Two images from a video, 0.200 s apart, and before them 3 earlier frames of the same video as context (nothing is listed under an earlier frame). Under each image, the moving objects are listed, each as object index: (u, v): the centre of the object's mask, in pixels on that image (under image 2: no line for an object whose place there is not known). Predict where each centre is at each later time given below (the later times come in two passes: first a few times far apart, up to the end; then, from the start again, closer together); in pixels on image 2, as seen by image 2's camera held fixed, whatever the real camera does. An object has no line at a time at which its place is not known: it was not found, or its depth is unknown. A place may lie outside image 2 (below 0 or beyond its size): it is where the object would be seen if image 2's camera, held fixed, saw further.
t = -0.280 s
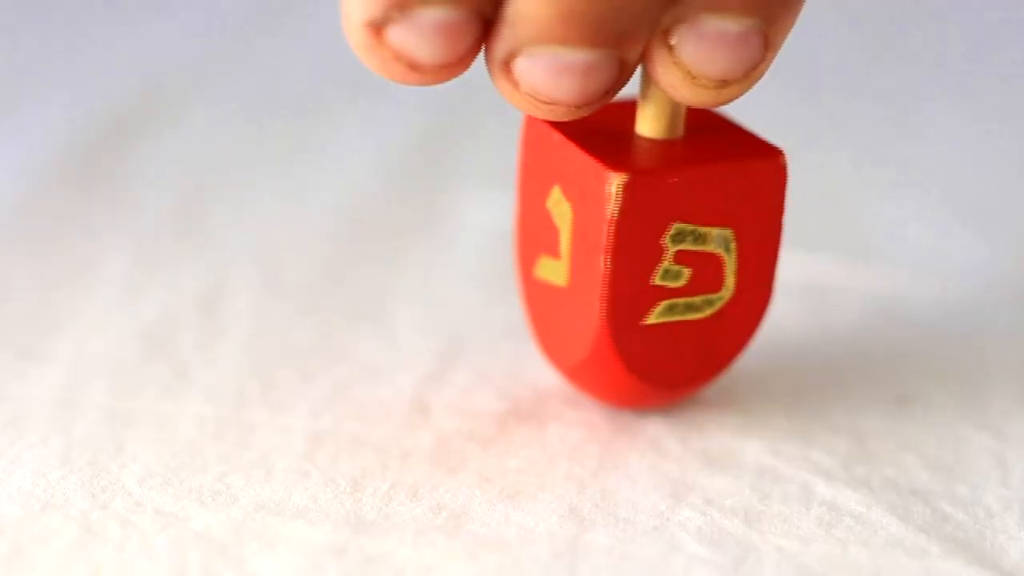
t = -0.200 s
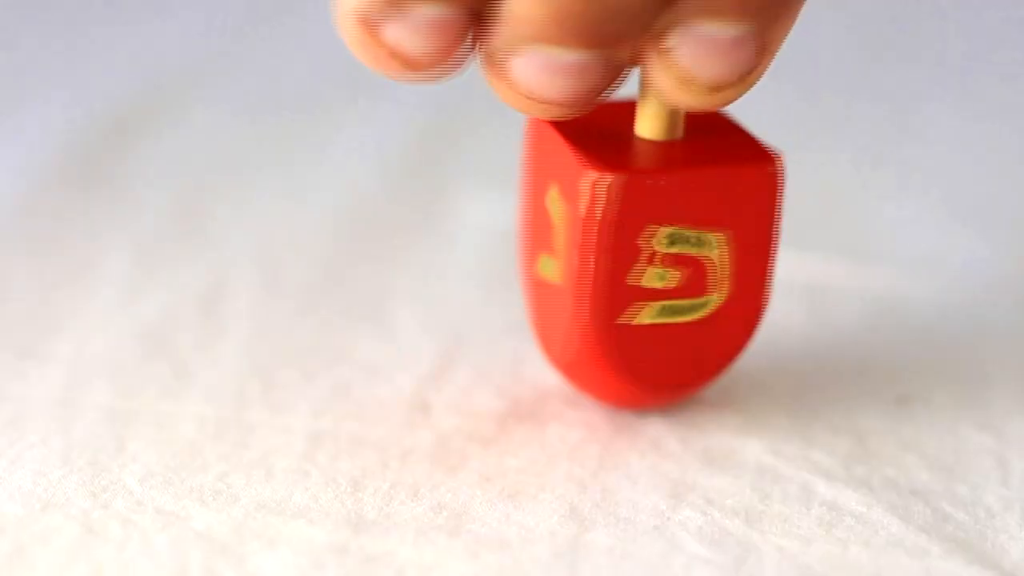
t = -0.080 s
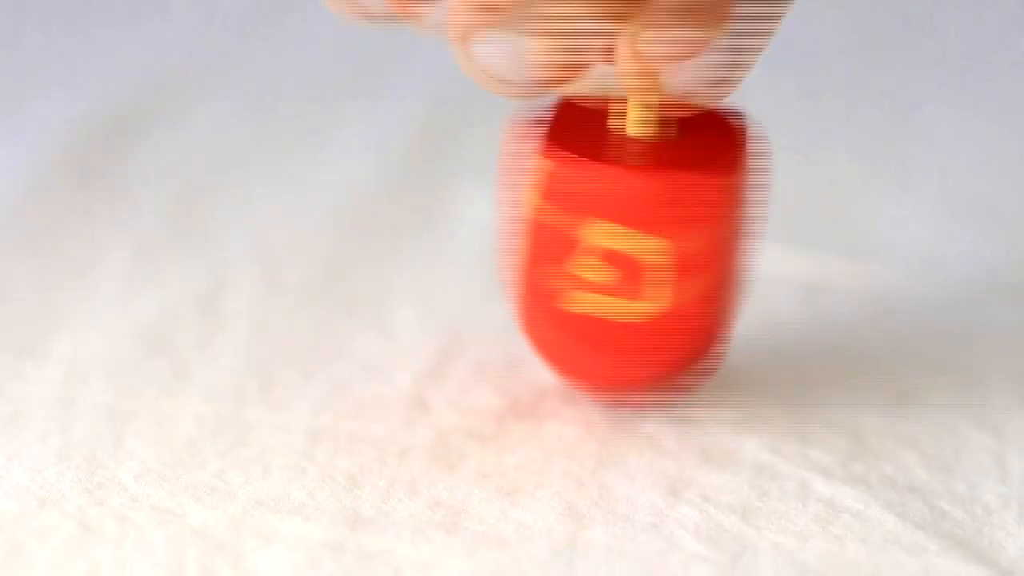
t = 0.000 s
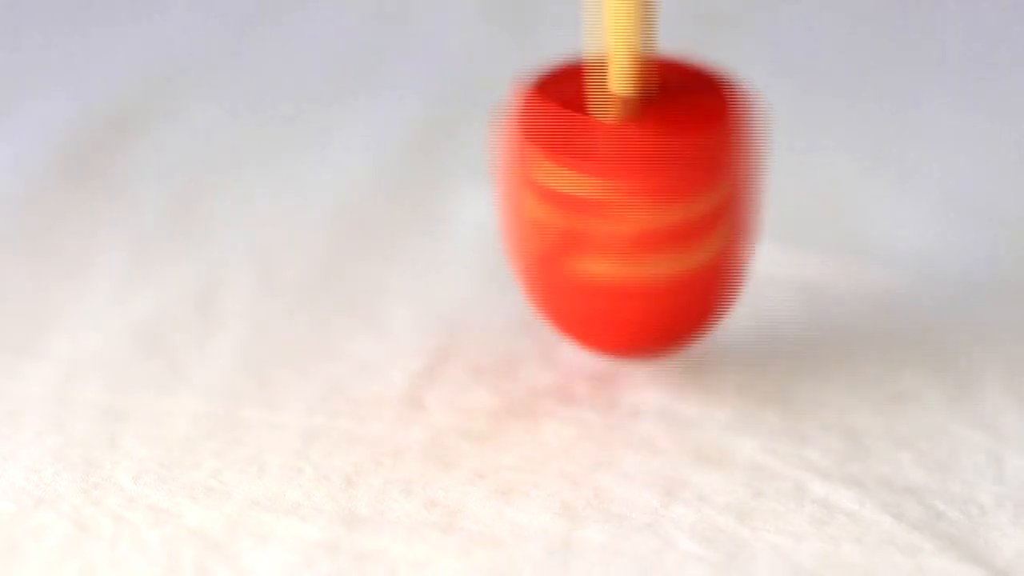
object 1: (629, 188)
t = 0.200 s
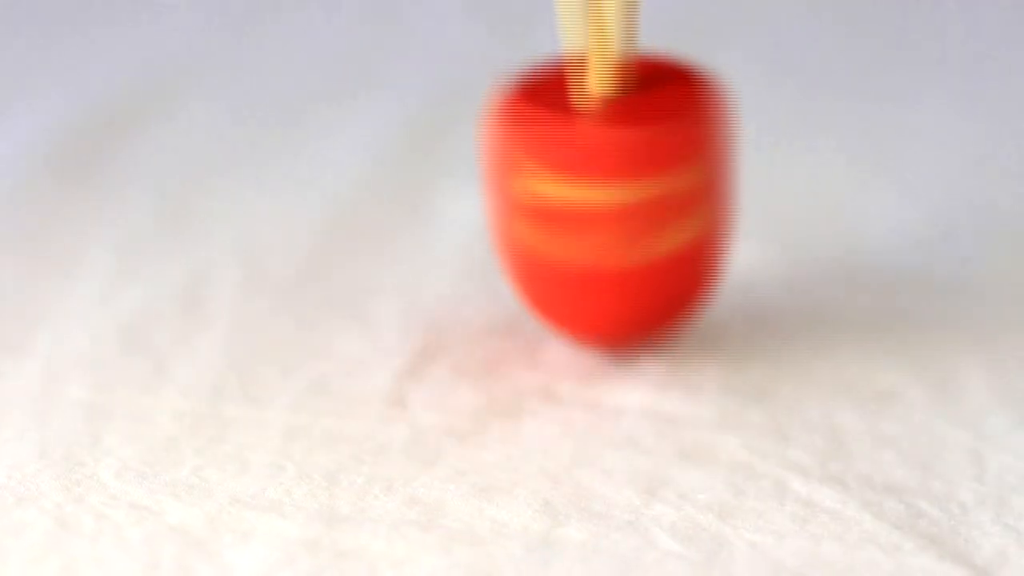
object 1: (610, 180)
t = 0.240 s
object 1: (610, 178)
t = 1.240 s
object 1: (607, 180)
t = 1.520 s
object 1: (610, 180)
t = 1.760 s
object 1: (611, 181)
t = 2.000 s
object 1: (618, 181)
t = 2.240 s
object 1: (622, 181)
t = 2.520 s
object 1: (623, 180)
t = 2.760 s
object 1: (620, 182)
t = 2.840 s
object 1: (623, 181)
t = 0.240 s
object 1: (610, 178)
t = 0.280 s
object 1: (609, 178)
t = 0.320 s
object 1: (608, 178)
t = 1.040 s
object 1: (607, 180)
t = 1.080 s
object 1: (607, 181)
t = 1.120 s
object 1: (607, 181)
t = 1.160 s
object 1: (607, 180)
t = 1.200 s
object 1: (607, 180)
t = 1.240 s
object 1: (607, 180)
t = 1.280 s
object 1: (607, 180)
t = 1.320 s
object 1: (607, 180)
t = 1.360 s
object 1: (607, 181)
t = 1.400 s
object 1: (607, 181)
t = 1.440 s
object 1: (608, 181)
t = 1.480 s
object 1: (610, 181)
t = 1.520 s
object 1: (610, 180)
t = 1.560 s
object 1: (610, 180)
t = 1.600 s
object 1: (610, 181)
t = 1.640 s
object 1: (610, 181)
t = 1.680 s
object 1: (610, 182)
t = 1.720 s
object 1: (610, 181)
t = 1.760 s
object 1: (611, 181)
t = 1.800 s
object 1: (614, 180)
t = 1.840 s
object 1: (617, 180)
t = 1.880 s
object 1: (619, 180)
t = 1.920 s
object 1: (620, 180)
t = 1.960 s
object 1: (620, 181)
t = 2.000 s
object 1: (618, 181)
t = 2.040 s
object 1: (617, 182)
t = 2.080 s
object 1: (618, 182)
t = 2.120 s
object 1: (619, 181)
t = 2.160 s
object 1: (620, 181)
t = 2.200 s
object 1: (622, 181)
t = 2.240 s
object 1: (622, 181)
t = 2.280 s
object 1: (620, 181)
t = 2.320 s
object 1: (619, 181)
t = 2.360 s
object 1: (619, 182)
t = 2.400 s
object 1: (620, 183)
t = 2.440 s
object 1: (622, 182)
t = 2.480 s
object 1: (624, 181)
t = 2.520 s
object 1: (623, 180)
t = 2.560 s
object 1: (622, 180)
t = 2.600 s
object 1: (621, 180)
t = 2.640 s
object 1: (619, 181)
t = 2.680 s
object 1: (618, 182)
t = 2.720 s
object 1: (619, 183)
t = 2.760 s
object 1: (620, 182)
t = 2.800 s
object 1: (621, 182)
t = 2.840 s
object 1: (623, 181)
